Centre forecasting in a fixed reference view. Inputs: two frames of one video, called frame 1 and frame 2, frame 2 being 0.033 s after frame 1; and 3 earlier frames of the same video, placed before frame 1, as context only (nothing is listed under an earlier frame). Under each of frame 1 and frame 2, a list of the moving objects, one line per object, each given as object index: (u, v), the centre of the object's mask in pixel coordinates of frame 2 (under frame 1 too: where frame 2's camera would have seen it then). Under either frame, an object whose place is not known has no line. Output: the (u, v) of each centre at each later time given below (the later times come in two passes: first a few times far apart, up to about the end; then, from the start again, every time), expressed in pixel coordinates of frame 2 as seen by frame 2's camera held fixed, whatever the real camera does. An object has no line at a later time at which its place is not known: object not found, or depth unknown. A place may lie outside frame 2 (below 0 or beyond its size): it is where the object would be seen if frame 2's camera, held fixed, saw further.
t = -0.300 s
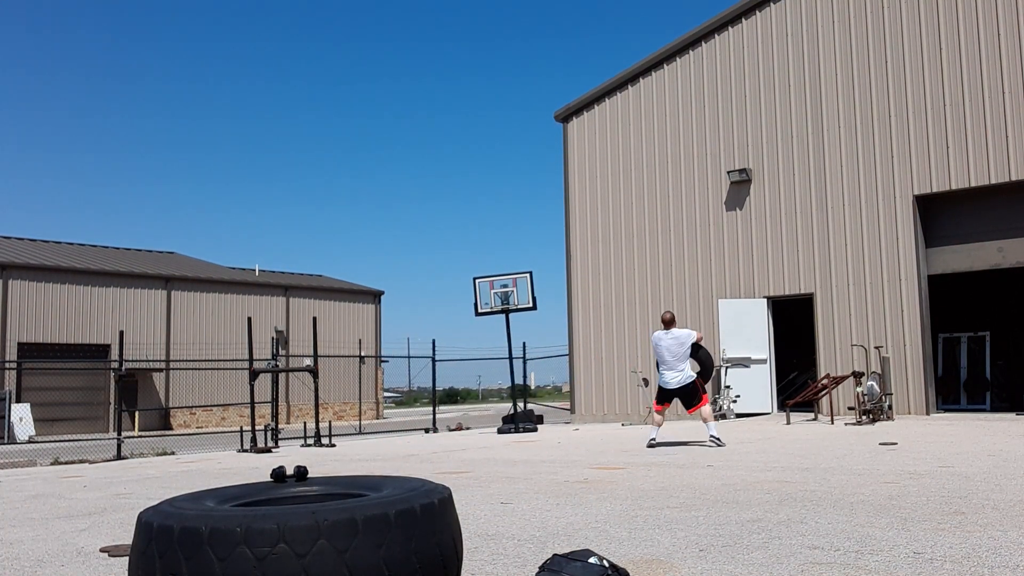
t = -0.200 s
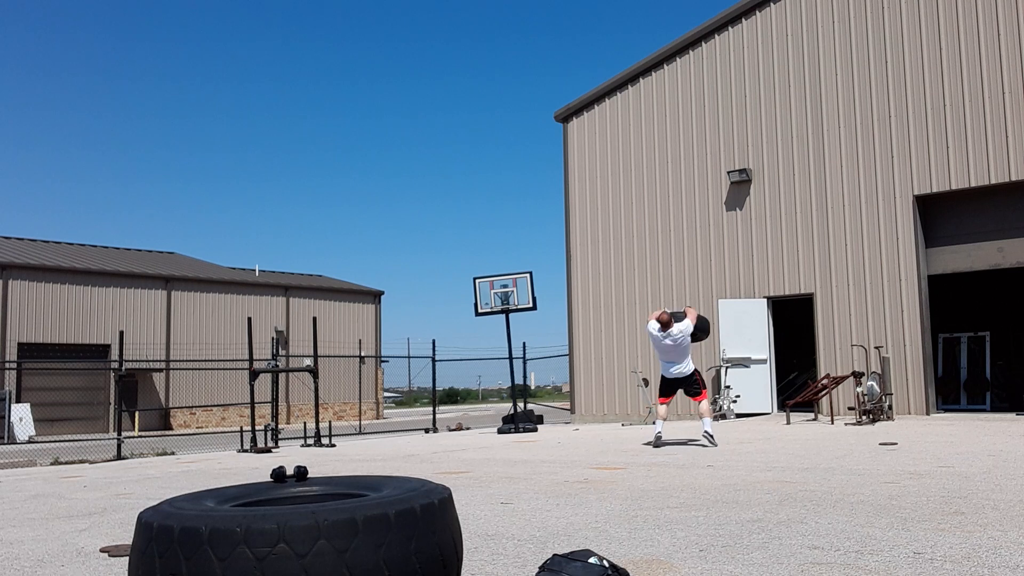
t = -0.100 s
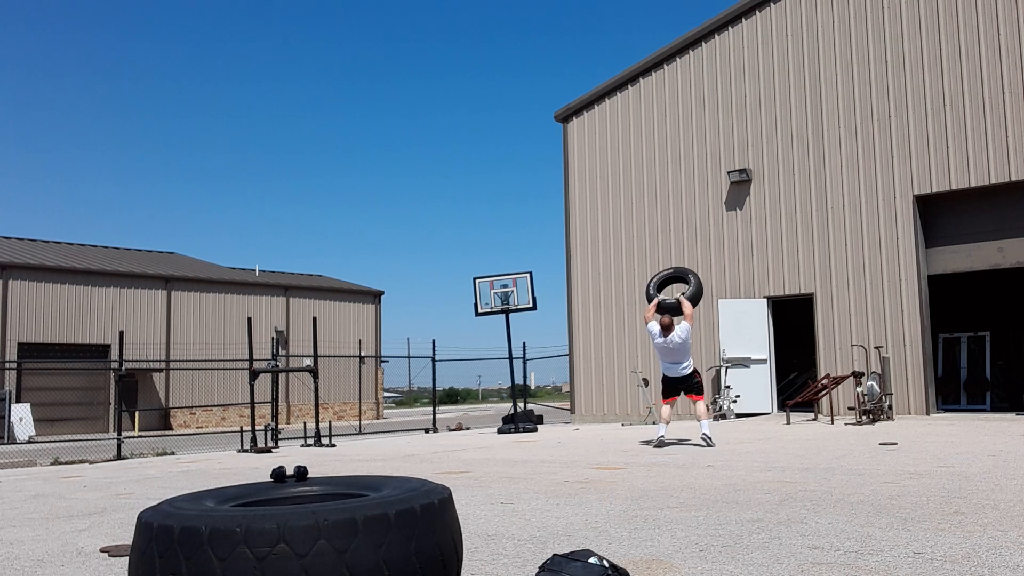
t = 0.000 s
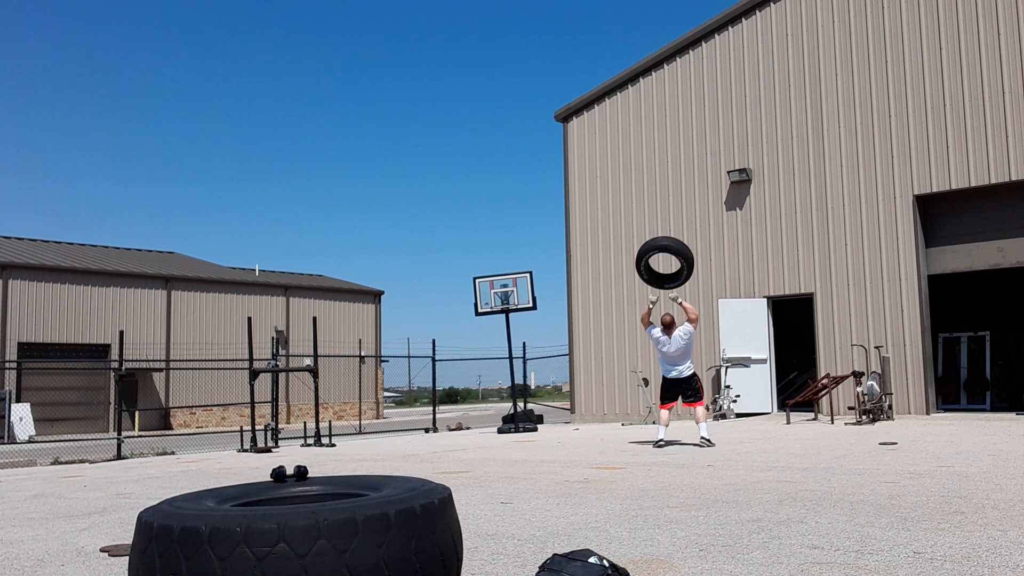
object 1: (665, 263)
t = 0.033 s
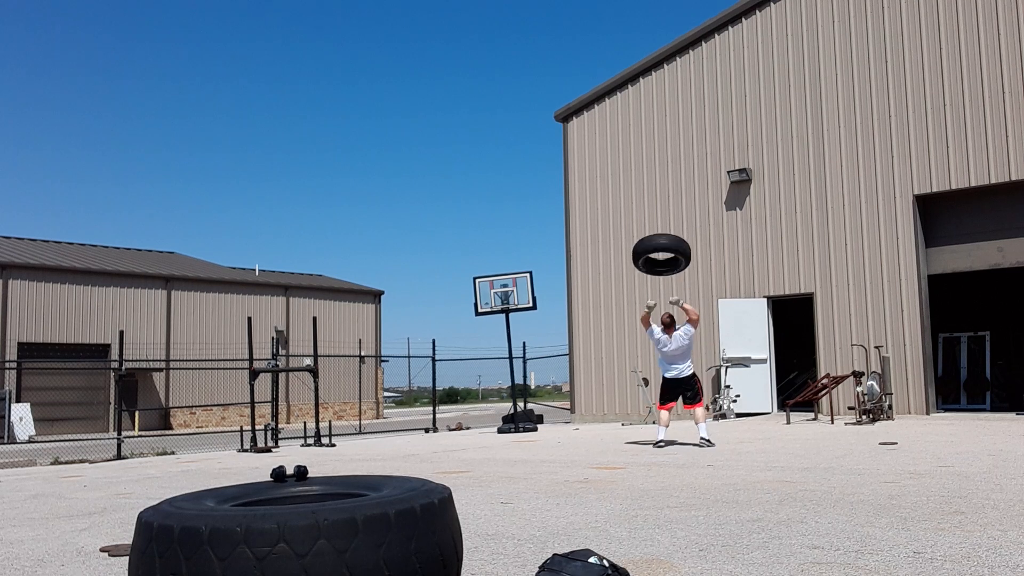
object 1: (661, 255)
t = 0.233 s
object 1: (642, 224)
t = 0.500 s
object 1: (615, 228)
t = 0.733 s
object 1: (590, 285)
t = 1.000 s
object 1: (558, 428)
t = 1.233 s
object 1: (560, 445)
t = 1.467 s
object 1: (571, 446)
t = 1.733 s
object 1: (581, 462)
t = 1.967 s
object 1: (582, 463)
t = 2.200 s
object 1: (582, 463)
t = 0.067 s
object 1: (658, 248)
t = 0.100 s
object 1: (655, 242)
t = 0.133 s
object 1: (652, 237)
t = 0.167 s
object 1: (649, 232)
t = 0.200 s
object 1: (645, 227)
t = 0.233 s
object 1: (642, 224)
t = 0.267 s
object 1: (639, 221)
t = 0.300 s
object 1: (636, 220)
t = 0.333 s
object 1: (632, 220)
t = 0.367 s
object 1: (629, 220)
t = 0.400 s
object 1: (626, 221)
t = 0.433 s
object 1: (622, 222)
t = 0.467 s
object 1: (619, 225)
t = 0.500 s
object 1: (615, 228)
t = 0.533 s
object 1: (612, 233)
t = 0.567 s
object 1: (609, 240)
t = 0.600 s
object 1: (605, 247)
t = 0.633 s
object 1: (601, 254)
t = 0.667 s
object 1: (598, 263)
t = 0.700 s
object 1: (594, 273)
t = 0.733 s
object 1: (590, 285)
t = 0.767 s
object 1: (587, 298)
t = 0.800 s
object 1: (583, 313)
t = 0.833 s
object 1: (579, 329)
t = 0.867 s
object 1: (575, 345)
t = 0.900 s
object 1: (571, 363)
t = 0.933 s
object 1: (567, 383)
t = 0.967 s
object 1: (563, 404)
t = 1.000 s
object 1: (558, 428)
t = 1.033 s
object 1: (554, 453)
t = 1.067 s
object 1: (553, 459)
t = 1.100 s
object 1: (554, 458)
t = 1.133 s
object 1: (555, 456)
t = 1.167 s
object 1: (556, 451)
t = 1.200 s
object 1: (558, 447)
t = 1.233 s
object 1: (560, 445)
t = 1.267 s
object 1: (562, 443)
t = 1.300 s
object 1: (564, 442)
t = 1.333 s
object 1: (565, 442)
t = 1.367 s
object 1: (567, 444)
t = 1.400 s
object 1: (569, 446)
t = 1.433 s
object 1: (570, 447)
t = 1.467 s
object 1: (571, 446)
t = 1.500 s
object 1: (572, 447)
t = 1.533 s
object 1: (573, 448)
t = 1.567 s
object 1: (575, 450)
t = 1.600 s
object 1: (576, 453)
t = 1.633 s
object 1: (577, 456)
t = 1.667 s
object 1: (579, 461)
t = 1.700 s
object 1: (580, 463)
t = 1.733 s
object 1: (581, 462)
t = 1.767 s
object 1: (581, 462)
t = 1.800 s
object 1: (582, 462)
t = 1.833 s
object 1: (582, 463)
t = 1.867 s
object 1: (582, 463)
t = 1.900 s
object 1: (582, 463)
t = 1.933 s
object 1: (582, 463)
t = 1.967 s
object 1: (582, 463)
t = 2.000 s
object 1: (582, 463)
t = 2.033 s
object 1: (582, 463)
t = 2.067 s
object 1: (582, 463)
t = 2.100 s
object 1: (582, 463)
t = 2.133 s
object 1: (582, 463)
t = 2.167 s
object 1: (582, 463)
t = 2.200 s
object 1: (582, 463)
